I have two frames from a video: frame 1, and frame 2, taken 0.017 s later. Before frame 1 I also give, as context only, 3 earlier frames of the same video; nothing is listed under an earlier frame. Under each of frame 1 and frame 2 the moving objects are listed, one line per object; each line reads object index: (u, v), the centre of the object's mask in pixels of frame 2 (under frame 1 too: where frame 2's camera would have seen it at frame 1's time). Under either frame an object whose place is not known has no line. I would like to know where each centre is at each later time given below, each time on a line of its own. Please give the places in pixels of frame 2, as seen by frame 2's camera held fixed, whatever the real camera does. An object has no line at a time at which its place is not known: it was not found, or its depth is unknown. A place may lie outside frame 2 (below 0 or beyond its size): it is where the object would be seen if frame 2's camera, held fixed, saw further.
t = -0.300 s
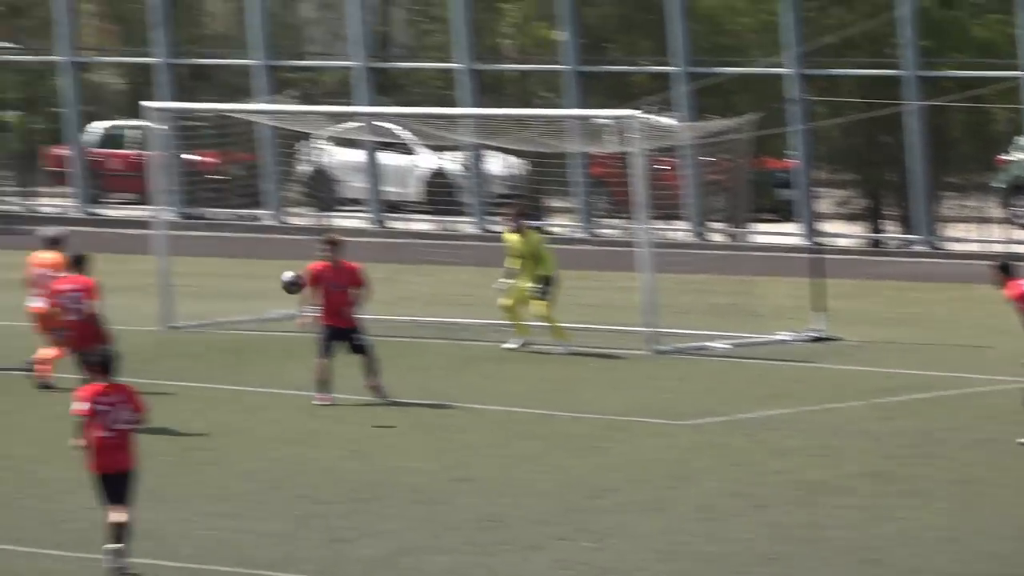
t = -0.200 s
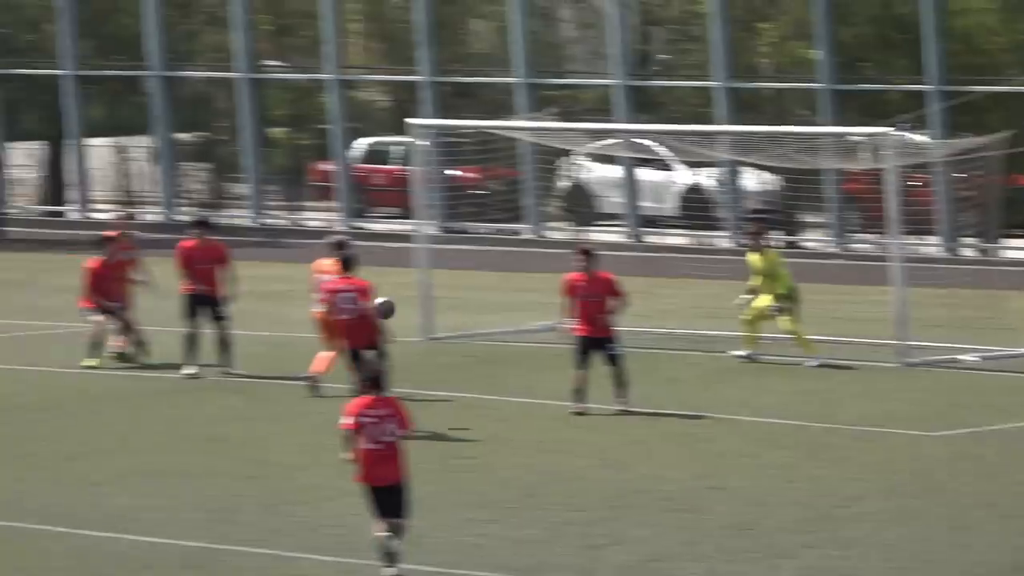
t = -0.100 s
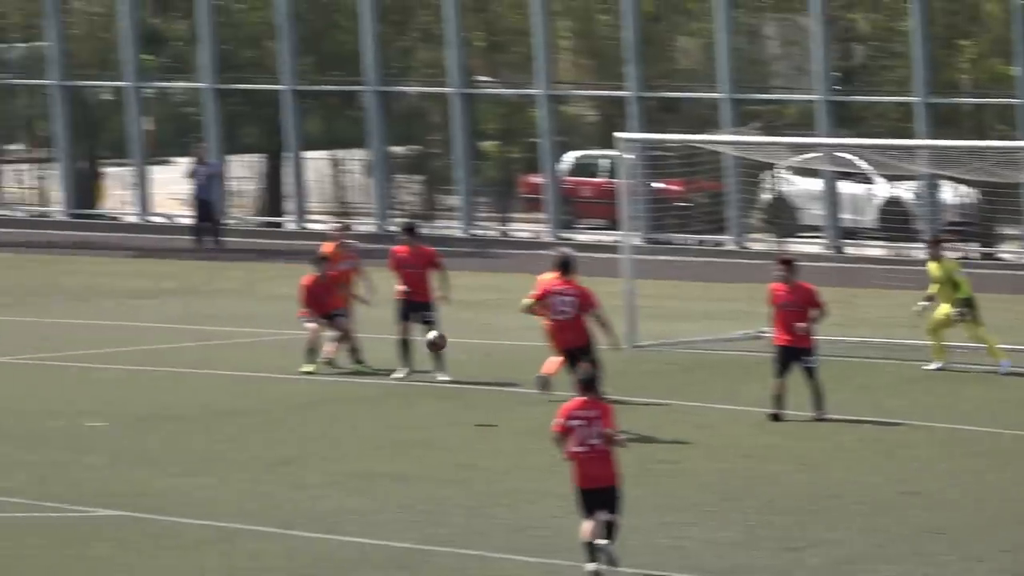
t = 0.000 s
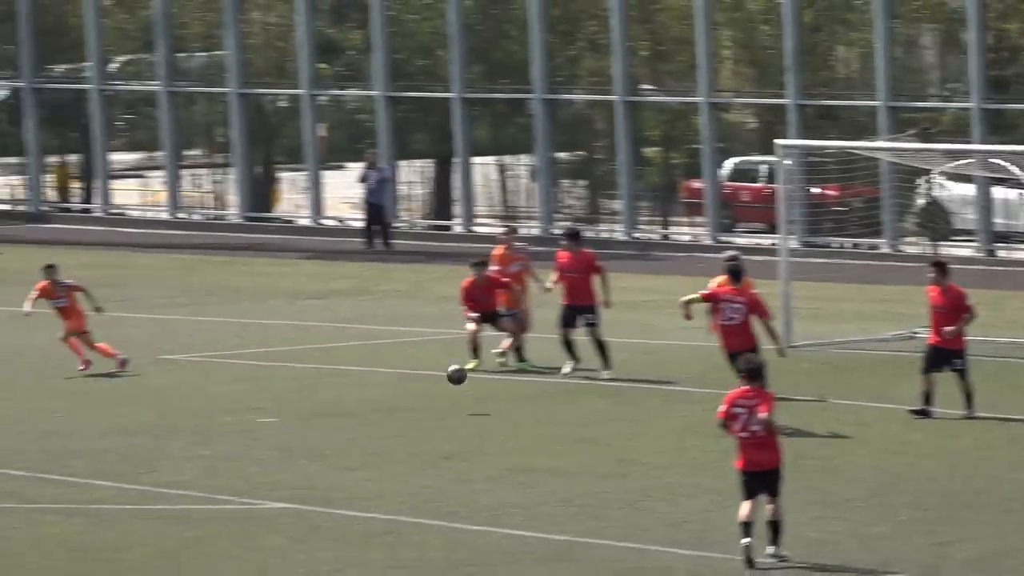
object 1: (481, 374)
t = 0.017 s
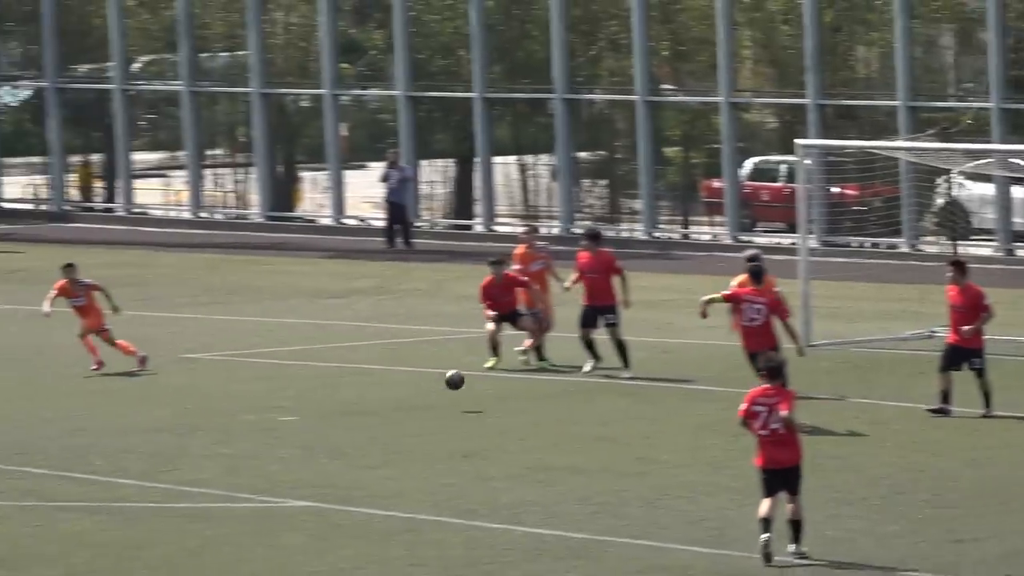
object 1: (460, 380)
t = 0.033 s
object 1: (438, 387)
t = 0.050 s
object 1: (416, 396)
